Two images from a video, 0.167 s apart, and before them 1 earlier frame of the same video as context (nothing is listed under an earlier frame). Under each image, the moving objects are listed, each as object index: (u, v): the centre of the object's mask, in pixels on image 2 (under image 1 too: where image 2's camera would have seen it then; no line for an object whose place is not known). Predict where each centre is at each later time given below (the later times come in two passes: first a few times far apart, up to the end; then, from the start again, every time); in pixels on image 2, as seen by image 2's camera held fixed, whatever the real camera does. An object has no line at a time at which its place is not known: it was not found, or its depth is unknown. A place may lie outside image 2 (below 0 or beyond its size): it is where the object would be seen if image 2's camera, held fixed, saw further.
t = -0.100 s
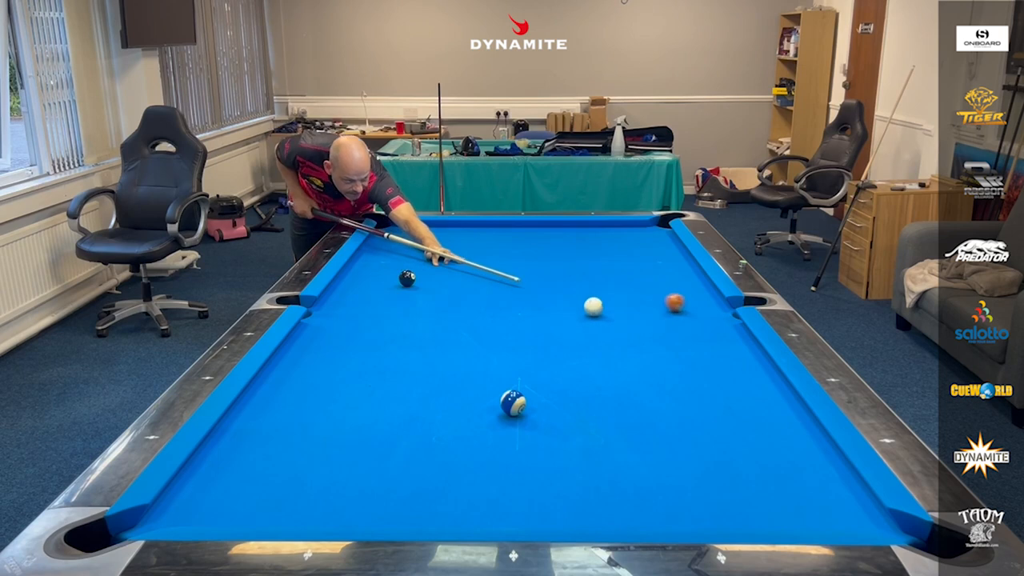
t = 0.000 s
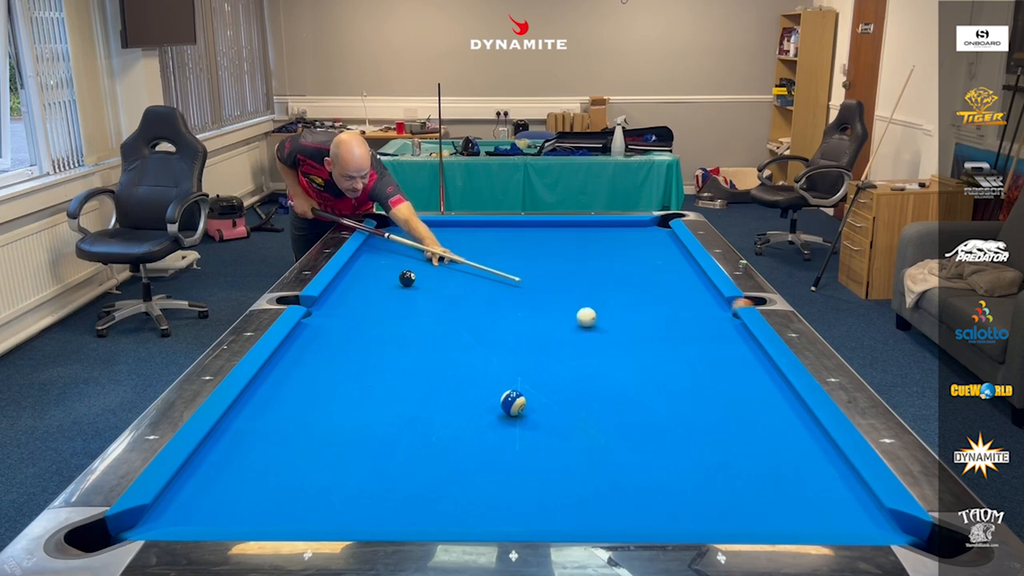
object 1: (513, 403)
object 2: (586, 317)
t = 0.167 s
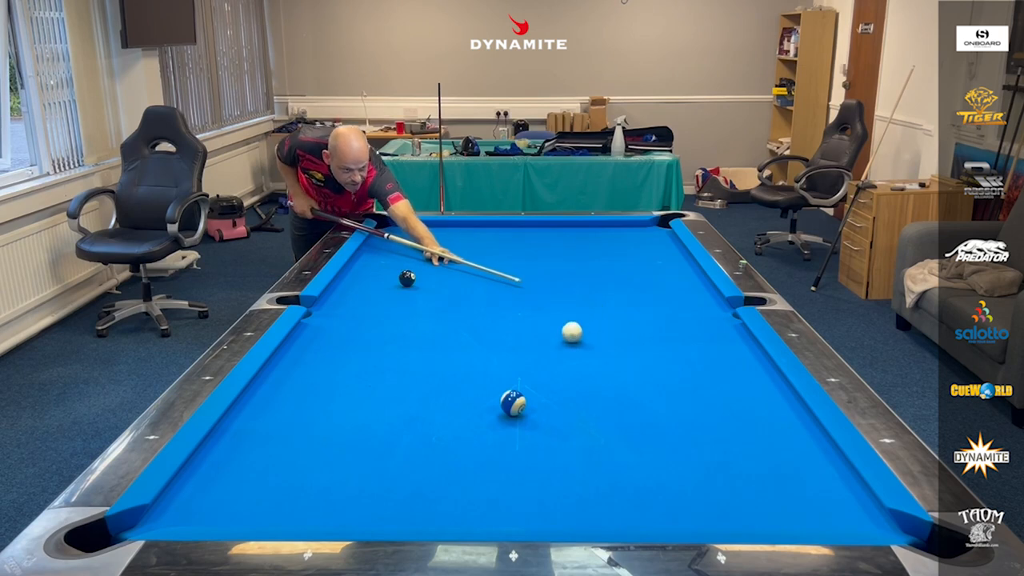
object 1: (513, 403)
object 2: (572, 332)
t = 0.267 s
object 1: (513, 403)
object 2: (563, 341)
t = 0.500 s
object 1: (513, 403)
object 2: (539, 365)
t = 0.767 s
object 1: (514, 405)
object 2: (505, 390)
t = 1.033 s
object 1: (523, 430)
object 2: (466, 402)
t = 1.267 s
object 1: (531, 453)
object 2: (430, 412)
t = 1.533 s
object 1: (542, 481)
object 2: (389, 422)
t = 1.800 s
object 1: (552, 511)
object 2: (348, 433)
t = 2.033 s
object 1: (559, 514)
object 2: (314, 442)
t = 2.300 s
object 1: (563, 499)
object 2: (274, 453)
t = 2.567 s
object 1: (565, 486)
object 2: (236, 463)
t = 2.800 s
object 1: (568, 476)
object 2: (204, 471)
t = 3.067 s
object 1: (570, 467)
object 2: (197, 477)
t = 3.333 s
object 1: (572, 459)
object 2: (204, 480)
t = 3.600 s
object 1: (575, 453)
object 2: (210, 483)
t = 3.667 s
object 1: (576, 452)
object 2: (211, 483)
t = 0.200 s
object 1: (513, 403)
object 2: (569, 335)
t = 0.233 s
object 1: (513, 403)
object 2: (566, 338)
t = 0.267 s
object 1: (513, 403)
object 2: (563, 341)
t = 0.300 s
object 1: (513, 403)
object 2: (559, 344)
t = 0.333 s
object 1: (513, 403)
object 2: (556, 347)
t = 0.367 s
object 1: (513, 403)
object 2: (553, 351)
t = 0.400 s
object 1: (513, 403)
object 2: (549, 354)
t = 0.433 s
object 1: (513, 403)
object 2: (546, 358)
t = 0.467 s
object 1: (513, 403)
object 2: (542, 361)
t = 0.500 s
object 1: (513, 403)
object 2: (539, 365)
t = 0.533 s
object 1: (513, 403)
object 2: (535, 368)
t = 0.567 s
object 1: (513, 403)
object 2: (531, 372)
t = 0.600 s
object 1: (513, 403)
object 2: (527, 375)
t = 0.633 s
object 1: (513, 403)
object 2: (524, 379)
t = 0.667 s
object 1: (513, 403)
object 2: (520, 382)
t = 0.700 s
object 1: (513, 403)
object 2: (516, 384)
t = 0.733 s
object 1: (513, 403)
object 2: (511, 387)
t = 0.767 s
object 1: (514, 405)
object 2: (505, 390)
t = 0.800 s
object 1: (515, 409)
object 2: (500, 392)
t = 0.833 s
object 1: (516, 412)
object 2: (496, 394)
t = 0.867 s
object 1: (518, 416)
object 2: (490, 396)
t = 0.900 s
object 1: (518, 418)
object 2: (486, 397)
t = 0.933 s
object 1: (519, 421)
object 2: (481, 398)
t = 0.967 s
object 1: (521, 425)
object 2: (476, 400)
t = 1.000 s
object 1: (522, 427)
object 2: (470, 401)
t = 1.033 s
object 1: (523, 430)
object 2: (466, 402)
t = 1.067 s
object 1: (524, 434)
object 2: (461, 404)
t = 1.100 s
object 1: (525, 437)
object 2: (455, 405)
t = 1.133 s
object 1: (526, 440)
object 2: (450, 406)
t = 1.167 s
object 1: (528, 444)
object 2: (445, 408)
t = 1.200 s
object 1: (529, 447)
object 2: (440, 409)
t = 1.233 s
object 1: (530, 450)
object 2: (435, 411)
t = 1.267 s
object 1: (531, 453)
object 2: (430, 412)
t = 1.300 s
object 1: (532, 457)
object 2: (425, 413)
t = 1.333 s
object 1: (534, 460)
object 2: (420, 414)
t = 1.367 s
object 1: (535, 464)
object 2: (415, 416)
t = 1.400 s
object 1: (536, 467)
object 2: (409, 417)
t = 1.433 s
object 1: (538, 470)
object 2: (405, 419)
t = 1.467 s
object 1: (539, 474)
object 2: (399, 420)
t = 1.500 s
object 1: (540, 477)
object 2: (394, 421)
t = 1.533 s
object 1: (542, 481)
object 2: (389, 422)
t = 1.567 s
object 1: (543, 485)
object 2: (384, 424)
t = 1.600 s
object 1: (544, 489)
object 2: (379, 425)
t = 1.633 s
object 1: (545, 492)
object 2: (374, 427)
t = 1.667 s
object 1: (547, 496)
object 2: (369, 428)
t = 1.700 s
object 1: (548, 500)
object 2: (364, 429)
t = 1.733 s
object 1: (549, 503)
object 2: (359, 430)
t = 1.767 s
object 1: (551, 507)
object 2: (354, 432)
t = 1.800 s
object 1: (552, 511)
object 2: (348, 433)
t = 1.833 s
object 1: (554, 513)
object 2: (344, 435)
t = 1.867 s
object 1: (555, 515)
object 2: (339, 436)
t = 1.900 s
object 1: (556, 517)
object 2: (333, 437)
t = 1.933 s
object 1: (557, 517)
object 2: (329, 439)
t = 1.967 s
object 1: (558, 516)
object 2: (324, 440)
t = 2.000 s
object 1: (559, 515)
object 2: (319, 441)
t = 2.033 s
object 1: (559, 514)
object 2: (314, 442)
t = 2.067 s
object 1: (560, 512)
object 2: (309, 444)
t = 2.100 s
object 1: (560, 511)
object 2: (304, 445)
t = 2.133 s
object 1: (560, 509)
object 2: (299, 446)
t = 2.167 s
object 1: (561, 508)
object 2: (294, 448)
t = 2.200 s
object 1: (561, 506)
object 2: (289, 449)
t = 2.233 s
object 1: (562, 503)
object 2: (284, 450)
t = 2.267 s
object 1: (562, 501)
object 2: (279, 452)
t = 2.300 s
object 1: (563, 499)
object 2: (274, 453)
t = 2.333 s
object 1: (563, 497)
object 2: (270, 454)
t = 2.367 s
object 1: (563, 496)
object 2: (265, 455)
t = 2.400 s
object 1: (563, 494)
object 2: (260, 457)
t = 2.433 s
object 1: (564, 492)
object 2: (255, 458)
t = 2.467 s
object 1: (564, 491)
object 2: (251, 459)
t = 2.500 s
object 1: (565, 489)
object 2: (246, 460)
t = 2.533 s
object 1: (565, 488)
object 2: (241, 462)
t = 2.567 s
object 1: (565, 486)
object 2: (236, 463)
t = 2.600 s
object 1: (566, 484)
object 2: (232, 464)
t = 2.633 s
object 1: (566, 483)
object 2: (227, 465)
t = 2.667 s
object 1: (566, 482)
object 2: (222, 467)
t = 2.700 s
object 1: (567, 480)
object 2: (218, 468)
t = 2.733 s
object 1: (567, 478)
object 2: (213, 469)
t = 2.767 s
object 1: (567, 477)
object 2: (209, 470)
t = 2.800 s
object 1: (568, 476)
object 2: (204, 471)
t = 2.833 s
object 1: (568, 475)
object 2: (200, 473)
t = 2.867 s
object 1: (568, 473)
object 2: (195, 474)
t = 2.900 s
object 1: (569, 472)
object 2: (191, 475)
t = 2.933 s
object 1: (569, 471)
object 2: (192, 475)
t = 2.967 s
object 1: (569, 470)
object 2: (193, 476)
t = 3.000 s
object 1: (570, 469)
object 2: (195, 476)
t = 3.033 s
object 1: (570, 468)
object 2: (196, 477)
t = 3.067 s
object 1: (570, 467)
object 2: (197, 477)
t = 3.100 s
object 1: (571, 465)
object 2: (198, 478)
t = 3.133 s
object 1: (571, 465)
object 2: (199, 478)
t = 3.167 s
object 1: (571, 464)
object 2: (199, 478)
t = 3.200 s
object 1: (571, 463)
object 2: (200, 479)
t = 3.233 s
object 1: (572, 462)
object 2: (201, 479)
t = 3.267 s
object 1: (572, 461)
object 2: (202, 480)
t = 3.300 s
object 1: (572, 460)
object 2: (203, 480)
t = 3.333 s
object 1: (572, 459)
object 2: (204, 480)
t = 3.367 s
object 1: (573, 458)
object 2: (204, 481)
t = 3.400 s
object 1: (573, 458)
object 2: (205, 481)
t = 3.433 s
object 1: (574, 457)
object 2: (206, 481)
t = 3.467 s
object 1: (574, 456)
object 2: (207, 482)
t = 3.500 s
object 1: (574, 455)
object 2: (208, 482)
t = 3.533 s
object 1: (575, 455)
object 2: (208, 482)
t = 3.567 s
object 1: (575, 454)
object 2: (209, 482)
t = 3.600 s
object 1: (575, 453)
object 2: (210, 483)
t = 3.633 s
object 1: (575, 452)
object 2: (210, 483)
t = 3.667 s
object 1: (576, 452)
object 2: (211, 483)
